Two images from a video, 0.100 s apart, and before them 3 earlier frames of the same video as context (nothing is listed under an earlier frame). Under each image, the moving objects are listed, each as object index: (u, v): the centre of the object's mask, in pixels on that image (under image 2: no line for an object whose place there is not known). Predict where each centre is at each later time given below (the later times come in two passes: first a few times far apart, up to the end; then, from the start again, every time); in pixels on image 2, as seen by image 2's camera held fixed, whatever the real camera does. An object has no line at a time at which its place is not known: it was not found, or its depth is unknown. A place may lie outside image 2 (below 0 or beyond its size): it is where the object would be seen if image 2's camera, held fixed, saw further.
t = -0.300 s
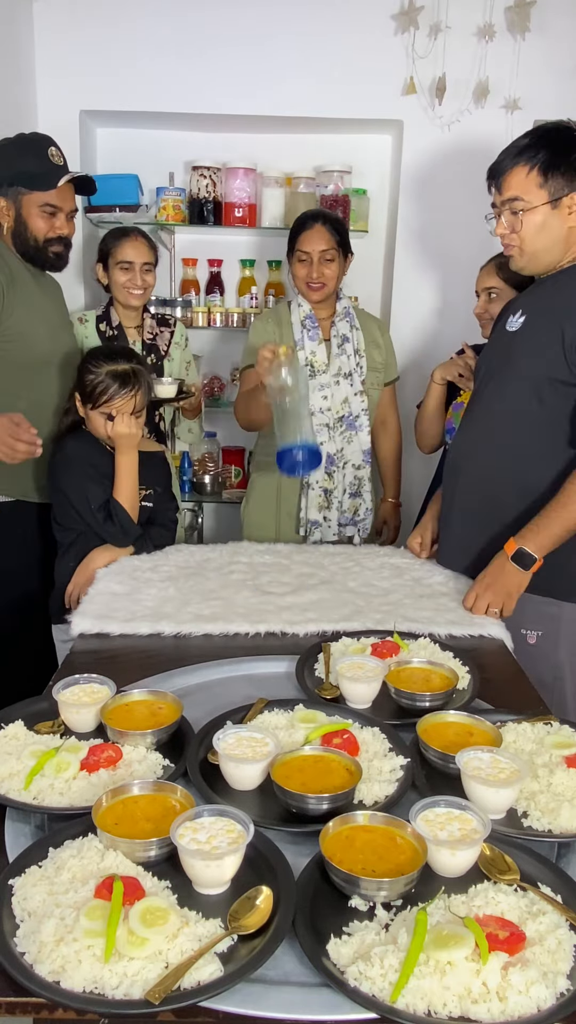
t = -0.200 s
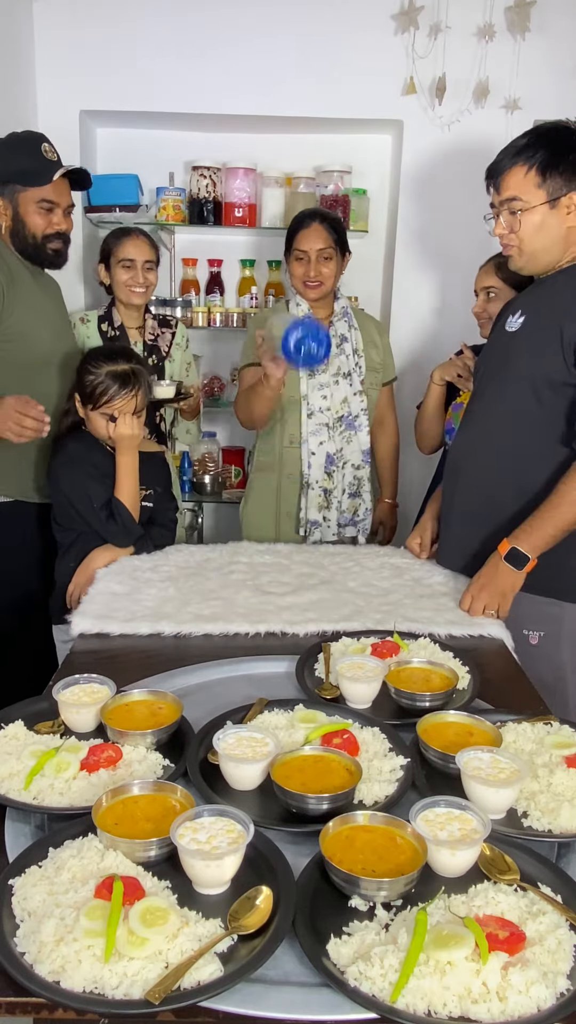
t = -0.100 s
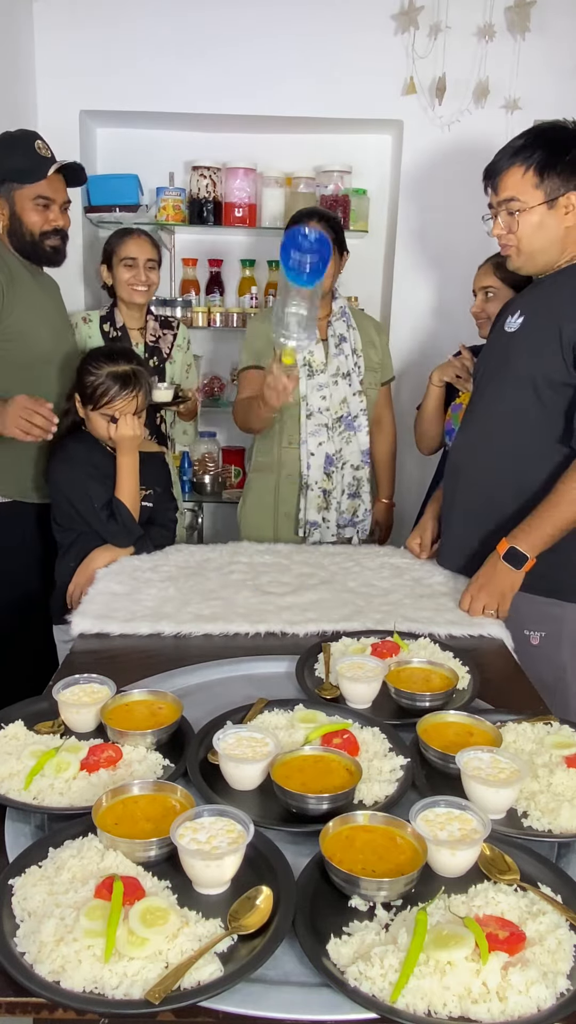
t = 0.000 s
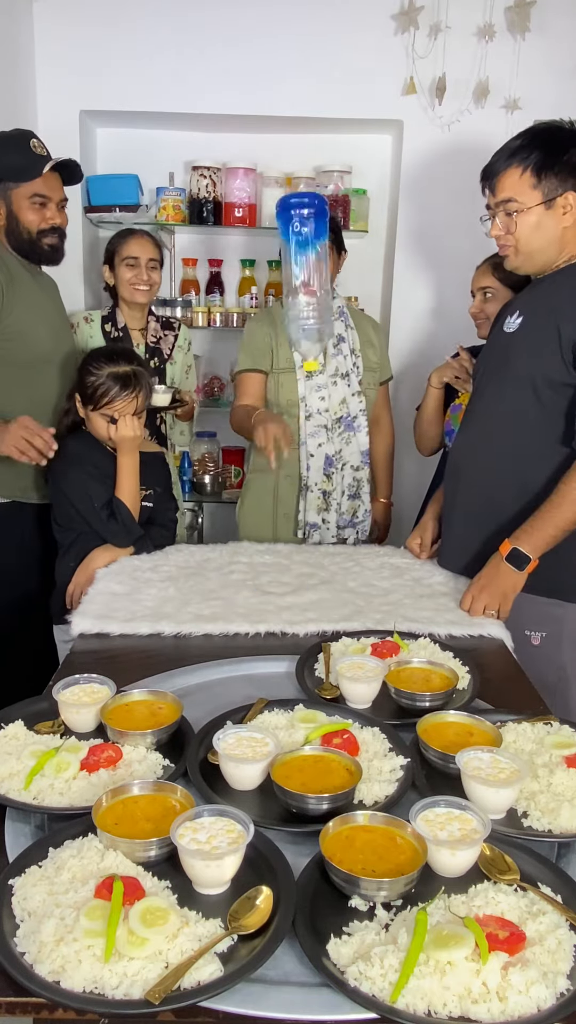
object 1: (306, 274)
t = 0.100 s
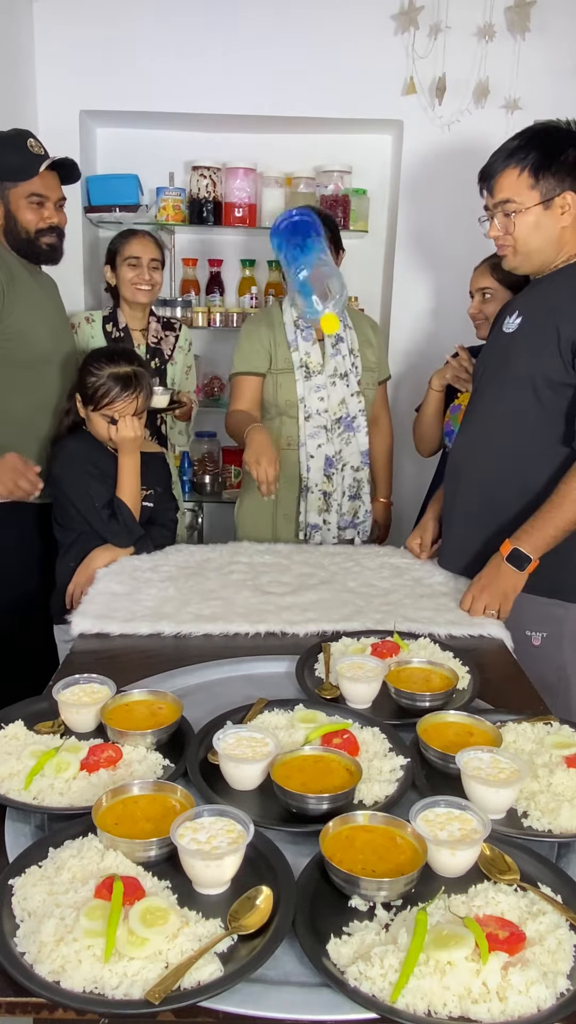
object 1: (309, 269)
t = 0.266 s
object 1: (298, 372)
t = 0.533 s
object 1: (273, 517)
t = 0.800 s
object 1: (271, 516)
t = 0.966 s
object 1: (282, 521)
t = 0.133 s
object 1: (308, 276)
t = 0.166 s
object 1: (307, 290)
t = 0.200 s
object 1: (304, 309)
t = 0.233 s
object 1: (302, 337)
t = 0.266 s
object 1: (298, 372)
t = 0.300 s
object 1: (294, 415)
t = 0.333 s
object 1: (289, 463)
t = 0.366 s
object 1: (284, 516)
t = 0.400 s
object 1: (280, 519)
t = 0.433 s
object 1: (278, 518)
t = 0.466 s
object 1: (276, 517)
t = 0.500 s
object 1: (274, 517)
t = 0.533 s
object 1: (273, 517)
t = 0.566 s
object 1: (271, 517)
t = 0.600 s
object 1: (270, 517)
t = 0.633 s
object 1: (268, 516)
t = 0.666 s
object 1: (267, 515)
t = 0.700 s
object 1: (267, 515)
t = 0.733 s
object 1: (267, 515)
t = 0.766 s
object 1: (268, 515)
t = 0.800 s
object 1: (271, 516)
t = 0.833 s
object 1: (273, 517)
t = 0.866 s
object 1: (276, 517)
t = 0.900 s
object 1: (278, 519)
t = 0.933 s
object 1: (281, 520)
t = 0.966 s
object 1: (282, 521)
